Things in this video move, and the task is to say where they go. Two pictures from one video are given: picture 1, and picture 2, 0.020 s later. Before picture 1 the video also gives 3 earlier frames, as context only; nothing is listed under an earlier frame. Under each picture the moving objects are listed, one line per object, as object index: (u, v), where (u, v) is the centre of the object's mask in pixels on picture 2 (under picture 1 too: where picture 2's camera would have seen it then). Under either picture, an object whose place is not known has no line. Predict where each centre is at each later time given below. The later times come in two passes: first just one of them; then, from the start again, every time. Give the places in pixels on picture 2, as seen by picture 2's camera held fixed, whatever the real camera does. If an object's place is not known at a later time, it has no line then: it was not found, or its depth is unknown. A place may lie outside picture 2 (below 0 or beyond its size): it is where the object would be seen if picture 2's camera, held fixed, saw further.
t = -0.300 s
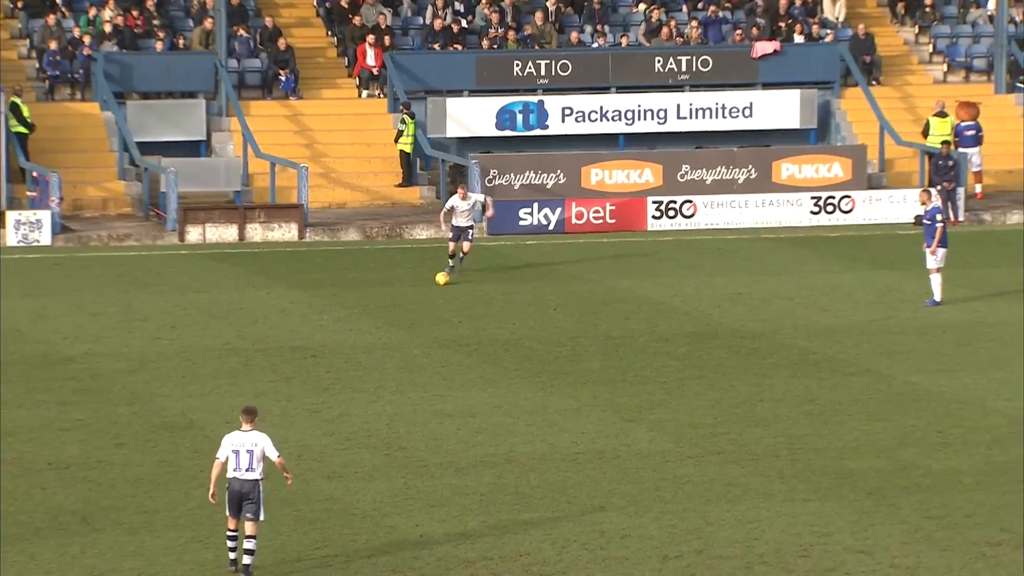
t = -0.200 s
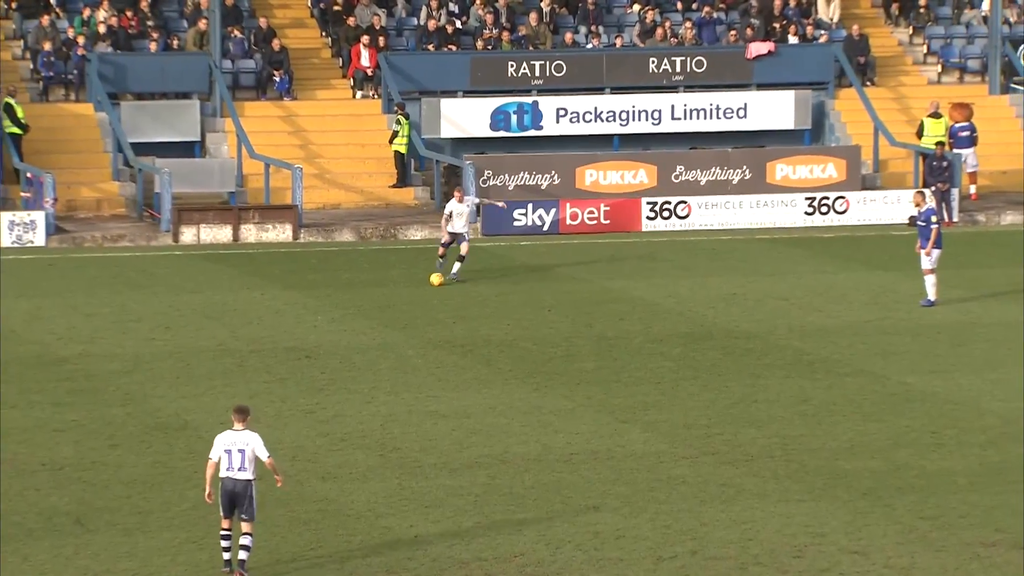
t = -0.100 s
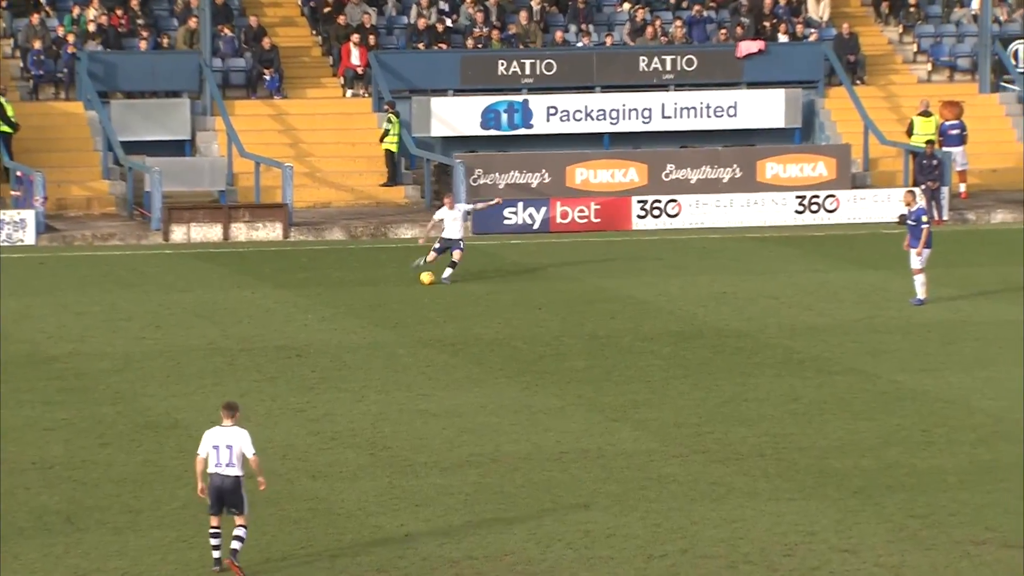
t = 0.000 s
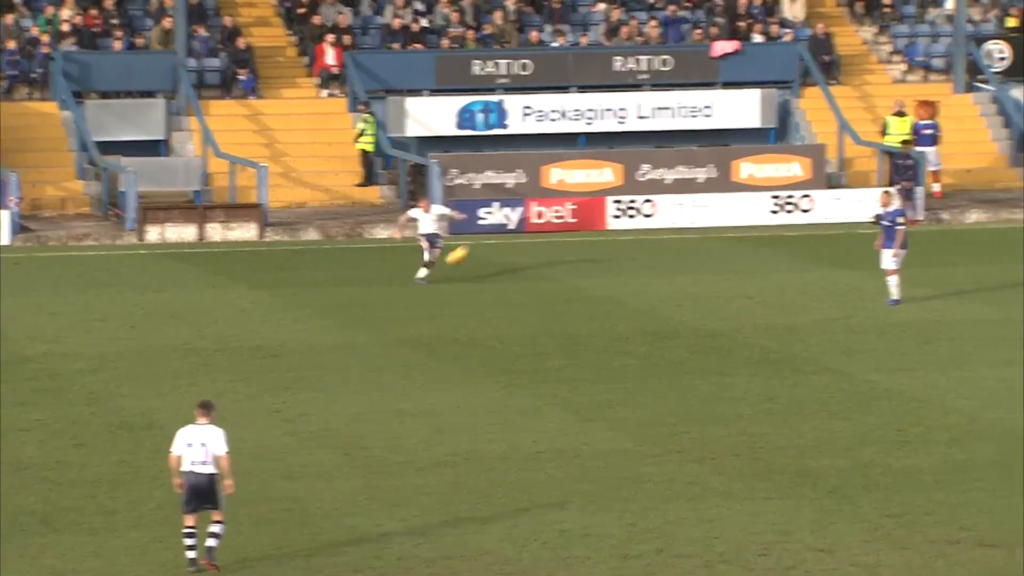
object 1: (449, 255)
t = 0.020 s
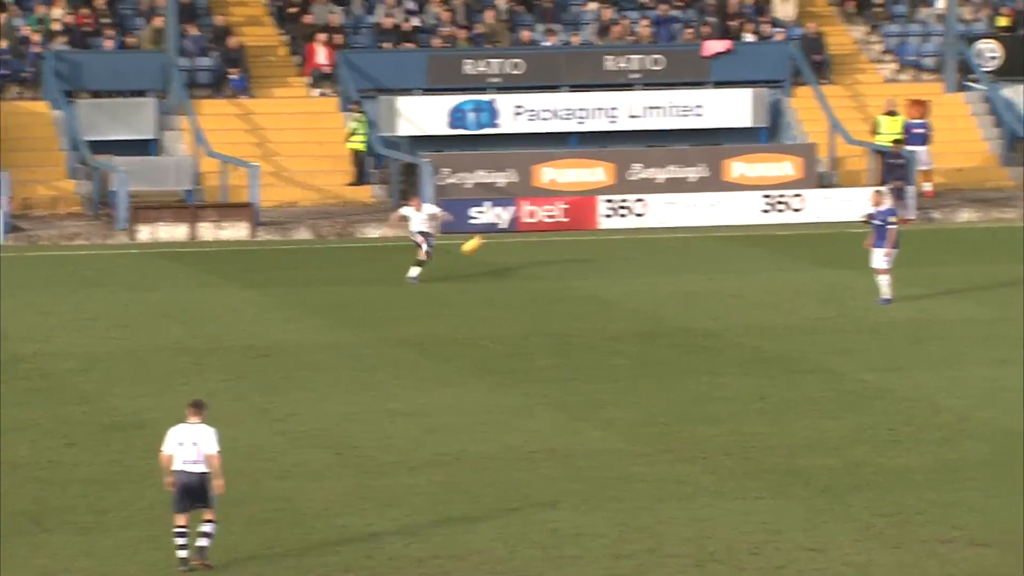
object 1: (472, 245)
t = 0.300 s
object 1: (822, 133)
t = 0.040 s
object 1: (495, 236)
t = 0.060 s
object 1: (518, 227)
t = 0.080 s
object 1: (542, 218)
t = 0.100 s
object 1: (568, 208)
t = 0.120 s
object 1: (592, 199)
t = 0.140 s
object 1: (617, 191)
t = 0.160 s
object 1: (641, 184)
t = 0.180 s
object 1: (667, 176)
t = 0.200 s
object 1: (693, 168)
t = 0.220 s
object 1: (718, 160)
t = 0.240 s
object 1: (744, 153)
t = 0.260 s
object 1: (770, 146)
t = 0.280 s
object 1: (796, 140)
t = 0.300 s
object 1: (822, 133)
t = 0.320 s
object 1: (851, 127)
